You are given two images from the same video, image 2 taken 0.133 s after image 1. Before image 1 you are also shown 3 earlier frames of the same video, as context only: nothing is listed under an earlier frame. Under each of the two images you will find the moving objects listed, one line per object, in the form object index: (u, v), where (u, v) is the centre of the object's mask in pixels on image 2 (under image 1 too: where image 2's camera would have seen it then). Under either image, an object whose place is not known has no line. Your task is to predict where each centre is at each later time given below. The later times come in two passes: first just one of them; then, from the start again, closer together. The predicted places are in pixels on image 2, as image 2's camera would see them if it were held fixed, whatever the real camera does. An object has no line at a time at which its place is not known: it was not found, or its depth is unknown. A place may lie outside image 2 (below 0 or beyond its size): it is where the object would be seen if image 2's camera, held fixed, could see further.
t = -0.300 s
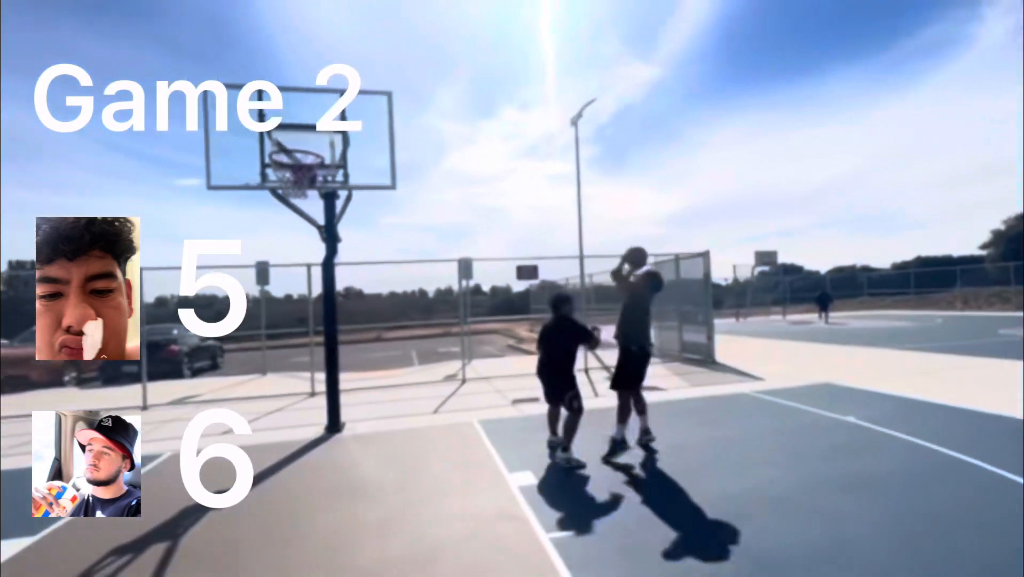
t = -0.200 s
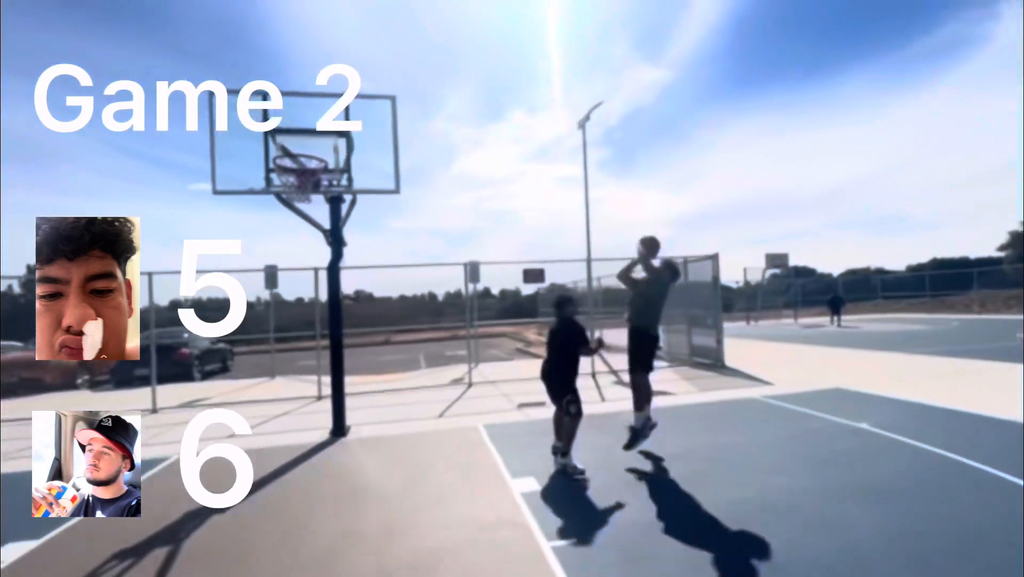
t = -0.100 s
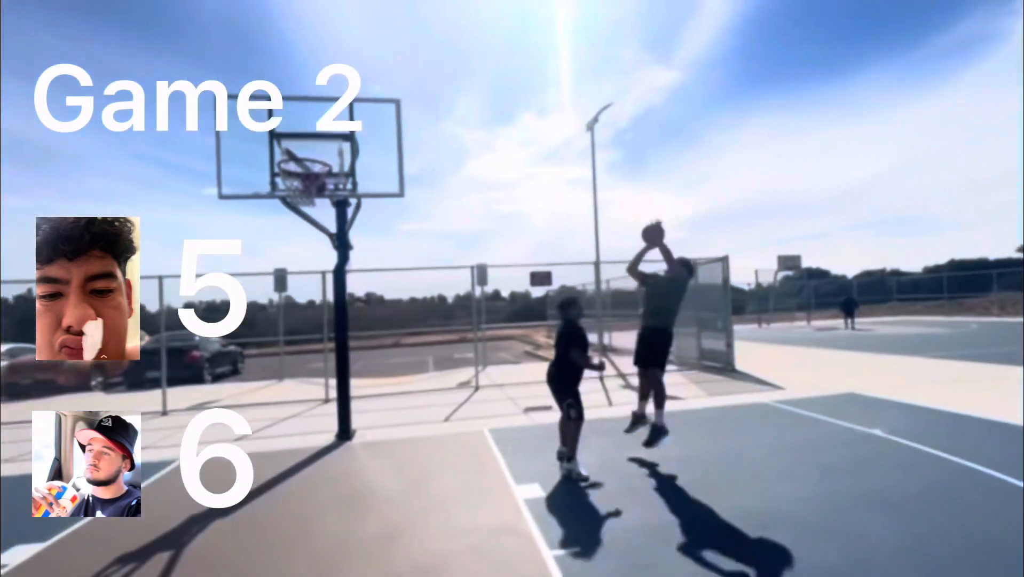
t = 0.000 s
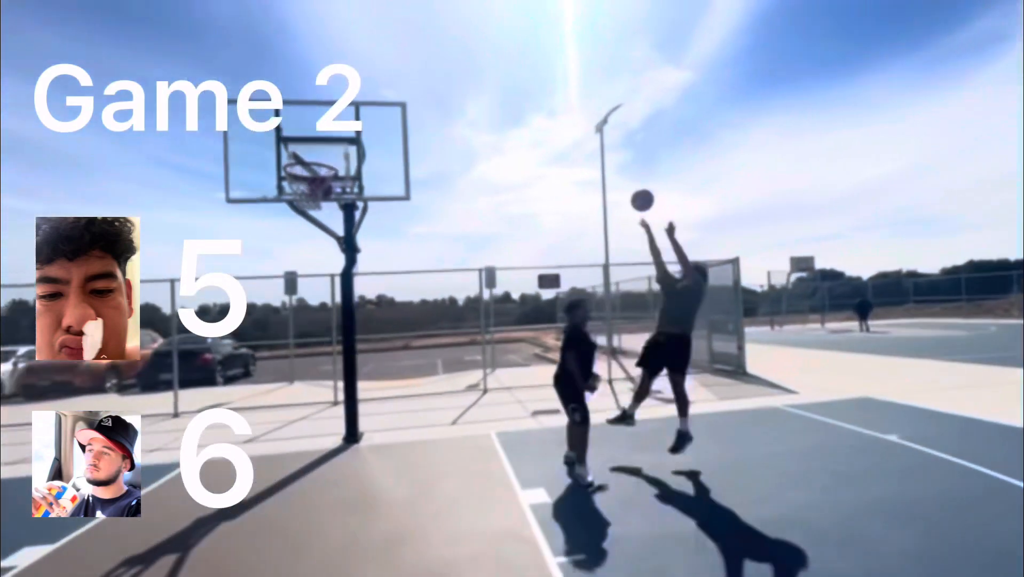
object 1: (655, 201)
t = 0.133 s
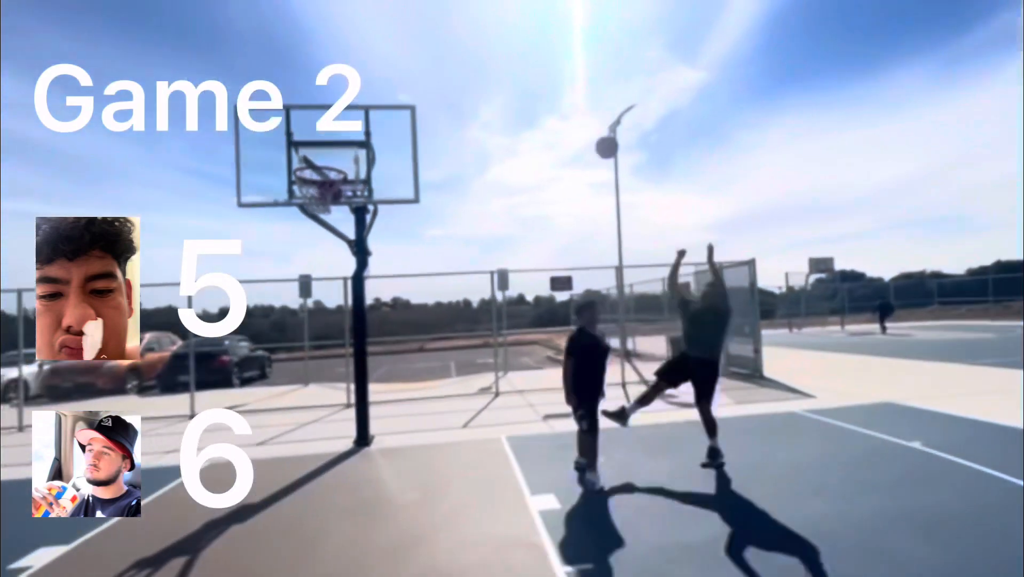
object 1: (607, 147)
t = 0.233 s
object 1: (569, 115)
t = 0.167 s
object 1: (594, 136)
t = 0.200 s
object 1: (582, 125)
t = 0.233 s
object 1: (569, 115)
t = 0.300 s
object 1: (544, 100)
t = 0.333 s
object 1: (531, 94)
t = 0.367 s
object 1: (520, 89)
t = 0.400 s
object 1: (507, 85)
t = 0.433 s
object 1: (495, 81)
